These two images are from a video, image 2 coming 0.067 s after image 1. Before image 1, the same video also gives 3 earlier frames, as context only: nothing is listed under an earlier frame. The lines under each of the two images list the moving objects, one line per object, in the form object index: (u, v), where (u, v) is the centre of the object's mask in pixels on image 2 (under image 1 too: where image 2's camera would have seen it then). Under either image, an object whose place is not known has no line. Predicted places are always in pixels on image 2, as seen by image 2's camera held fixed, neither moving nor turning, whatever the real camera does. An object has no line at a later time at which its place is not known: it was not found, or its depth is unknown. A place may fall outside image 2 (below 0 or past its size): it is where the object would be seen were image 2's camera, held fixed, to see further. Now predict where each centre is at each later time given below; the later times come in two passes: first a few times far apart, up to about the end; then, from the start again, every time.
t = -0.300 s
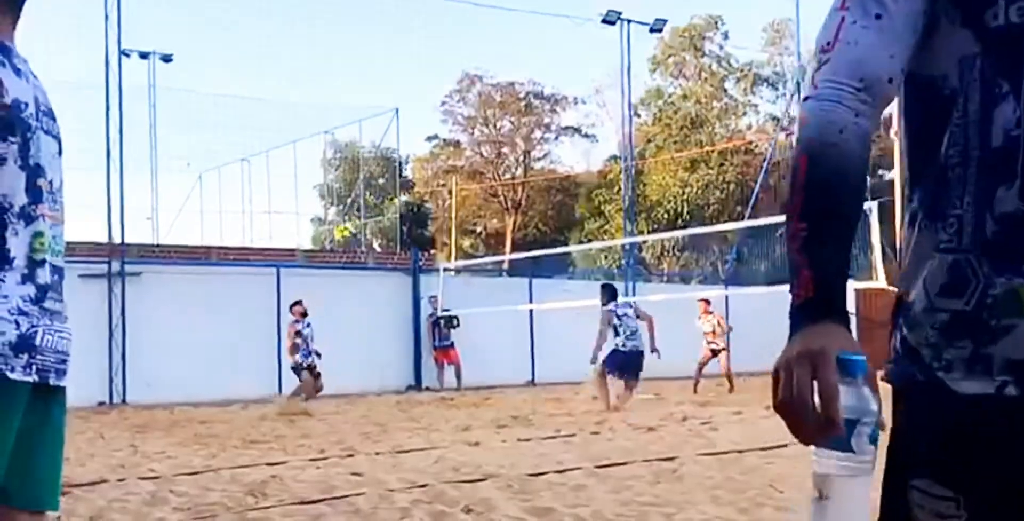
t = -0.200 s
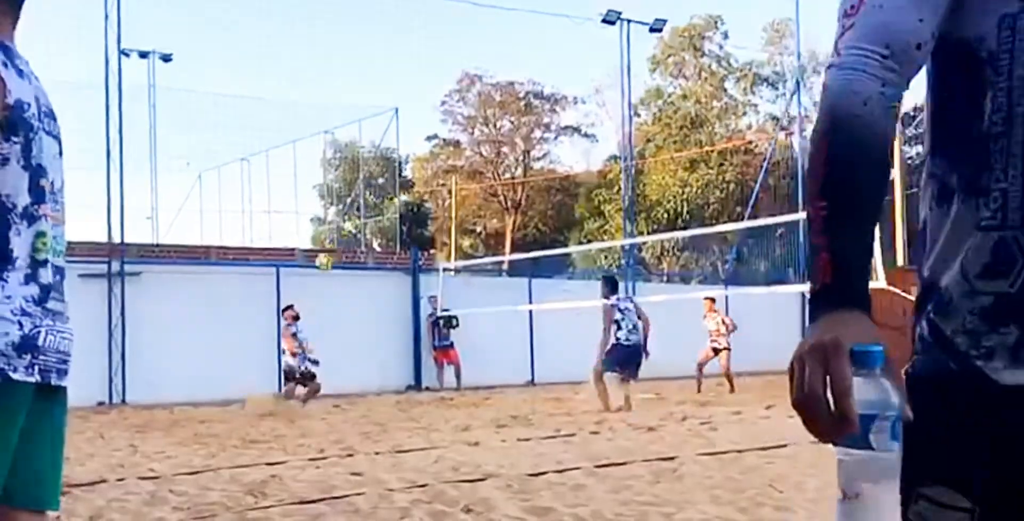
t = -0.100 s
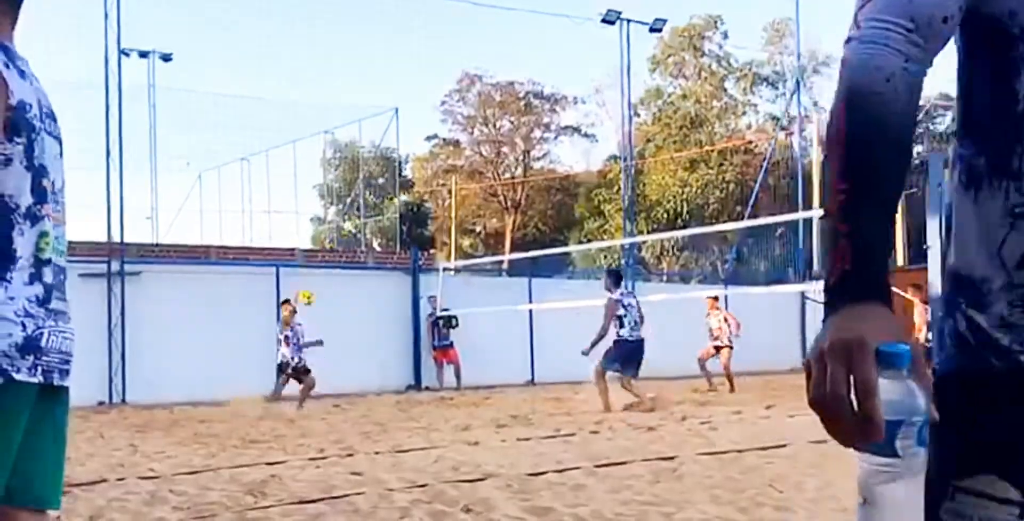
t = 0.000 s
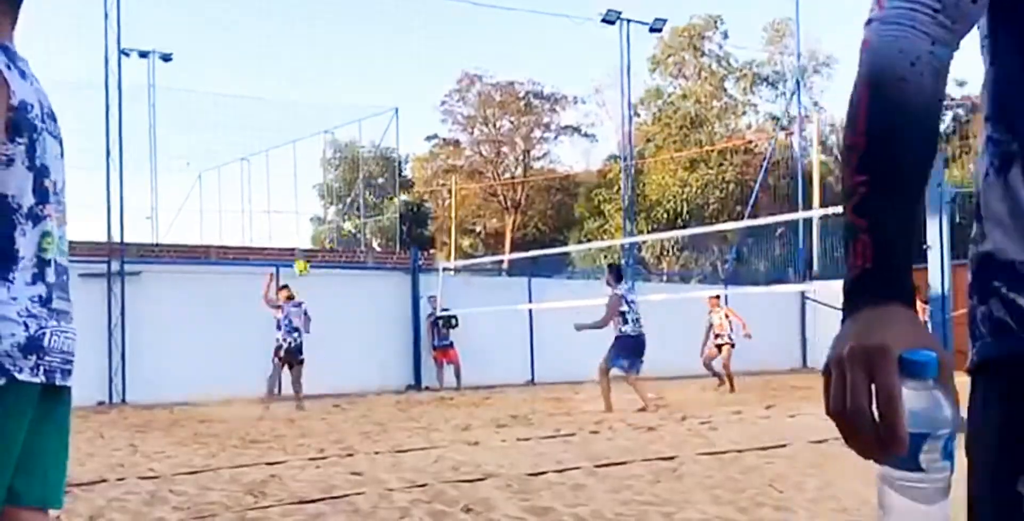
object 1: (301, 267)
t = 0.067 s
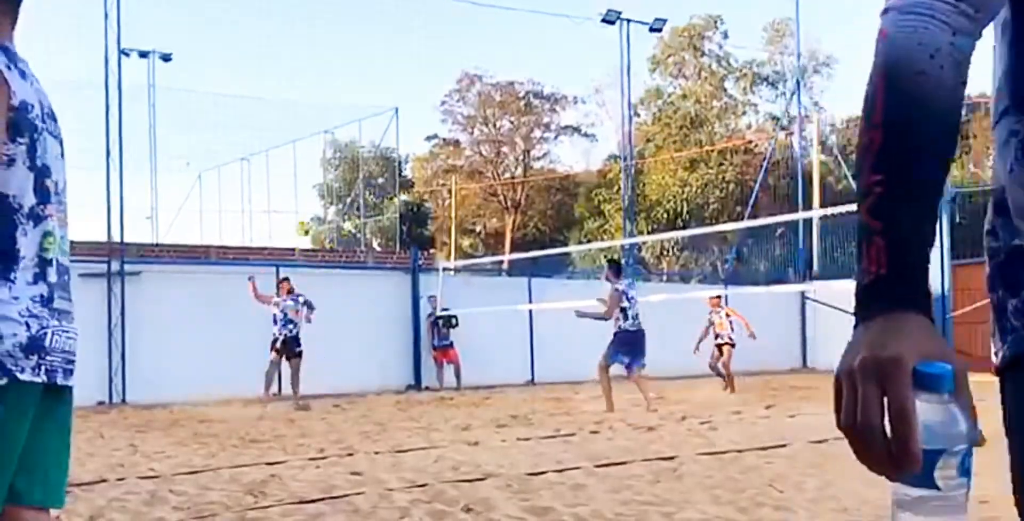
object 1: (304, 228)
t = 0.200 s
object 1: (309, 158)
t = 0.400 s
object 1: (315, 77)
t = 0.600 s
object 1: (322, 27)
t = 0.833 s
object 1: (330, 5)
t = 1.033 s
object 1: (339, 16)
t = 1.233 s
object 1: (348, 57)
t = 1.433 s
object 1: (357, 126)
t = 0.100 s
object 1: (305, 210)
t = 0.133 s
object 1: (307, 192)
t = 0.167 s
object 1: (307, 175)
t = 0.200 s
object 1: (309, 158)
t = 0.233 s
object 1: (310, 143)
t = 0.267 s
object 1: (311, 128)
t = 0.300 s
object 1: (312, 115)
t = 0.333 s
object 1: (313, 101)
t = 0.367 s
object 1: (314, 89)
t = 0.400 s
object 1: (315, 77)
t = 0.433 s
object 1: (316, 67)
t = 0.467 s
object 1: (317, 58)
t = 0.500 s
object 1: (318, 49)
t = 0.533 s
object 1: (319, 41)
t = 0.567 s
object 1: (321, 33)
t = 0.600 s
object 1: (322, 27)
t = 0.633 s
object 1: (323, 21)
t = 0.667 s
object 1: (325, 16)
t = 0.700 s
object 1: (326, 13)
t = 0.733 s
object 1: (326, 8)
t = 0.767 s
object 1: (328, 6)
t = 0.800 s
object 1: (329, 6)
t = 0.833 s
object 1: (330, 5)
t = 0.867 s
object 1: (331, 5)
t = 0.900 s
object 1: (333, 5)
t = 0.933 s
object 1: (334, 6)
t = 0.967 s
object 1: (335, 8)
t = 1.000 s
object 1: (336, 11)
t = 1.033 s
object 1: (339, 16)
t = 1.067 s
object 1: (340, 20)
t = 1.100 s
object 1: (341, 26)
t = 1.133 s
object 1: (343, 33)
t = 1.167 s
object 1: (344, 40)
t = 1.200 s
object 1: (346, 48)
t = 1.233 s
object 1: (348, 57)
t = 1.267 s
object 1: (349, 66)
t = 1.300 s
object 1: (351, 77)
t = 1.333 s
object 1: (352, 88)
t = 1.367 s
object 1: (354, 100)
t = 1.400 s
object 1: (356, 113)
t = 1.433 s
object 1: (357, 126)
